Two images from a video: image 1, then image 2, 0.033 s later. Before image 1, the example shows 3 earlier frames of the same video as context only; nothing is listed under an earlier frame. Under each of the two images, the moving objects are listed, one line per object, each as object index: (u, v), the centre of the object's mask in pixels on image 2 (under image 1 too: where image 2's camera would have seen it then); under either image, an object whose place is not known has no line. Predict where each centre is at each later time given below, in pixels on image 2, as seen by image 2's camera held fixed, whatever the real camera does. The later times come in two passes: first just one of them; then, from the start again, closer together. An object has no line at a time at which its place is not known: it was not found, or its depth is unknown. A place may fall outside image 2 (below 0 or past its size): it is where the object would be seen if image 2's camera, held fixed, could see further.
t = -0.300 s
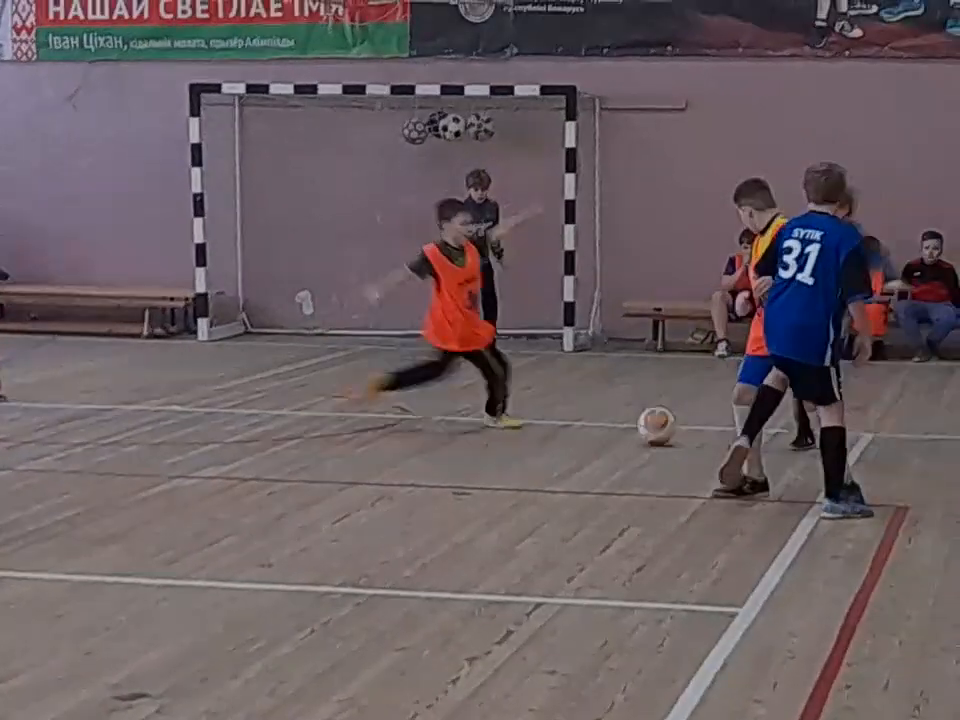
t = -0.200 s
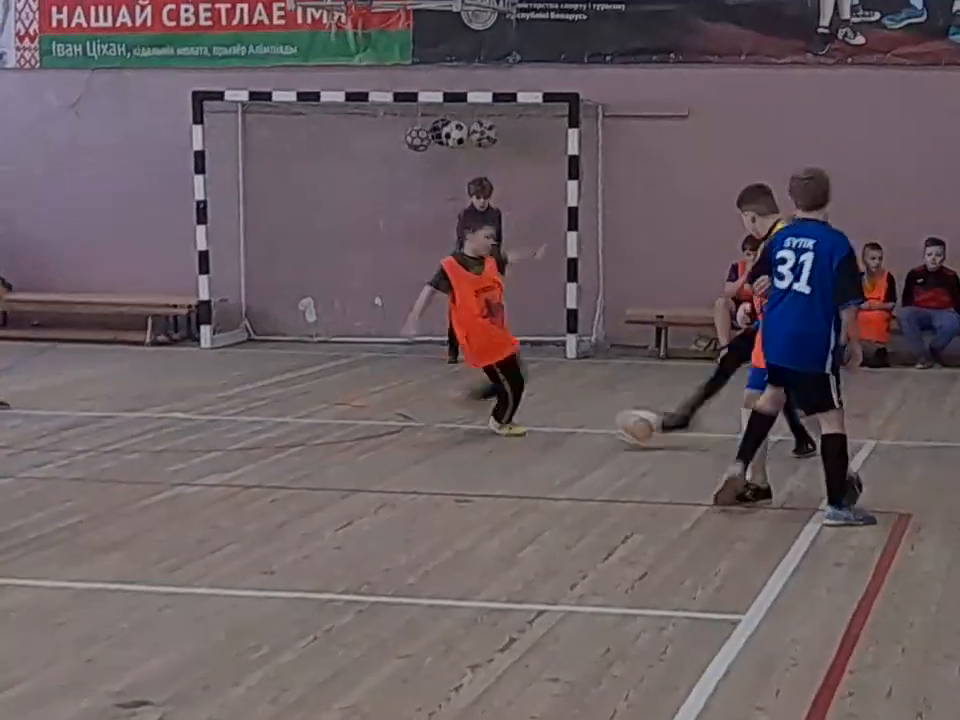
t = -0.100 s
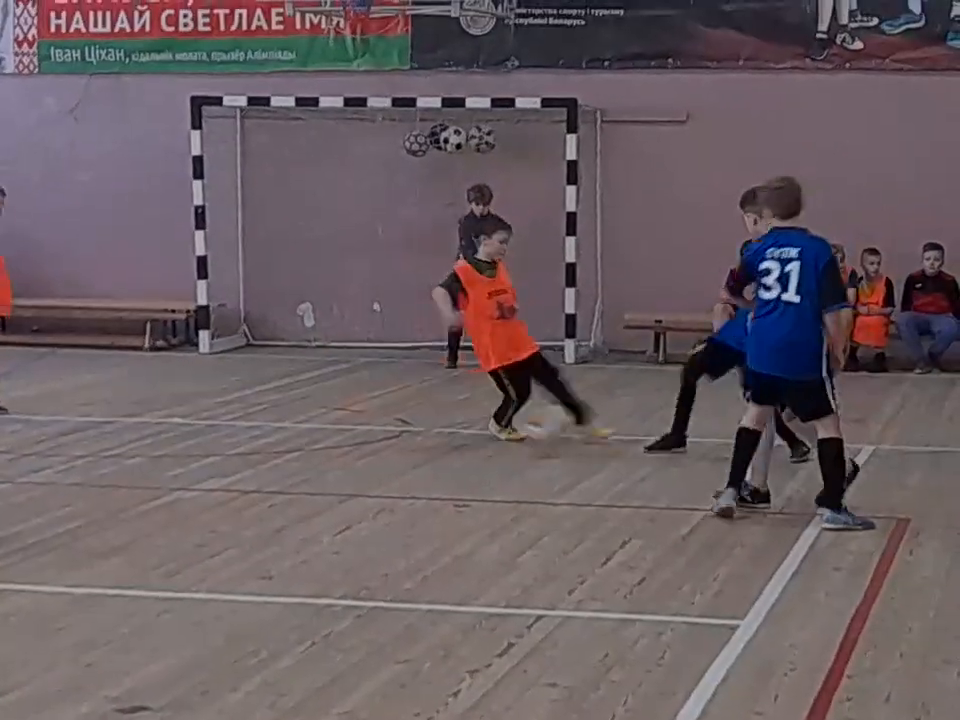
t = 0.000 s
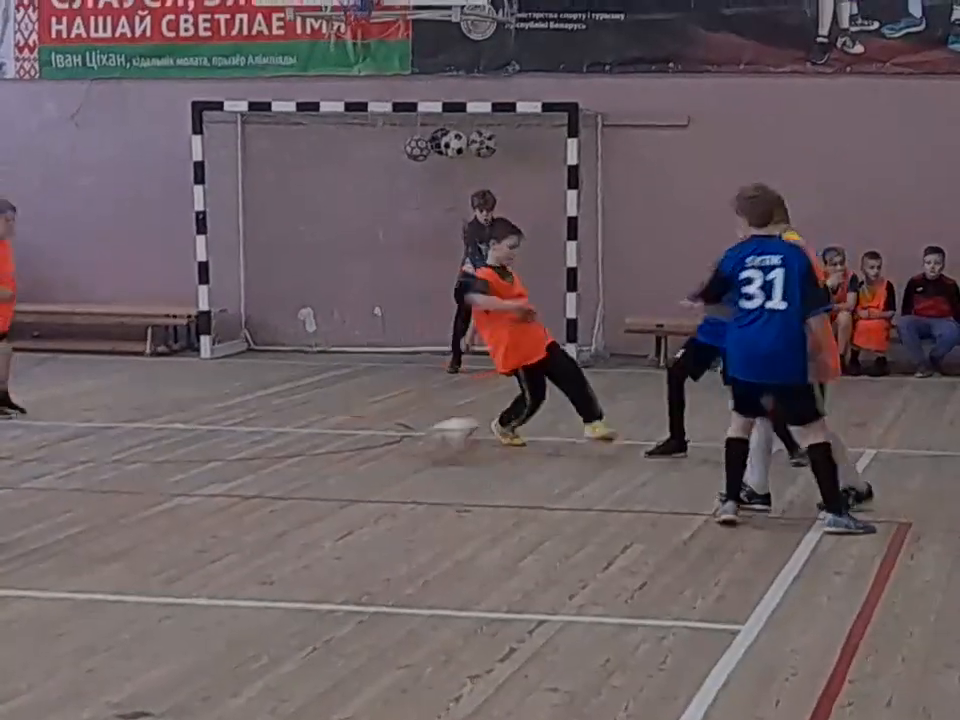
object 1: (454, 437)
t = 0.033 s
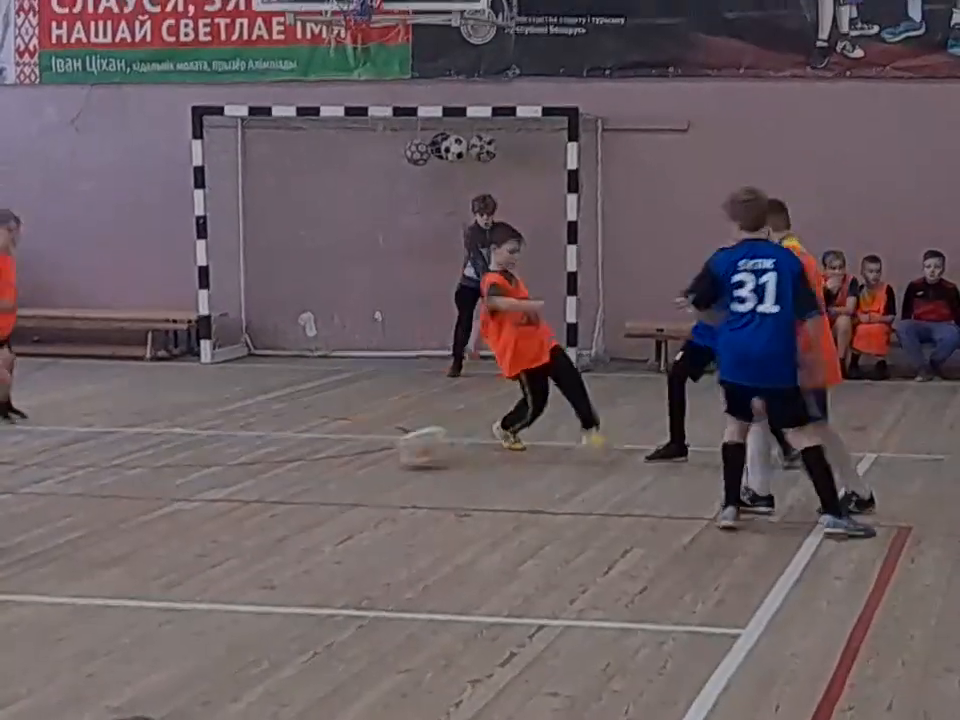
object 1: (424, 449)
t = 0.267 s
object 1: (257, 452)
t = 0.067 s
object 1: (392, 447)
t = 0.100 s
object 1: (368, 451)
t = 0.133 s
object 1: (344, 450)
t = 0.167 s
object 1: (319, 453)
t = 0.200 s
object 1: (295, 451)
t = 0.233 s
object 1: (276, 451)
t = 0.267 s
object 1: (257, 452)
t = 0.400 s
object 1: (186, 450)
